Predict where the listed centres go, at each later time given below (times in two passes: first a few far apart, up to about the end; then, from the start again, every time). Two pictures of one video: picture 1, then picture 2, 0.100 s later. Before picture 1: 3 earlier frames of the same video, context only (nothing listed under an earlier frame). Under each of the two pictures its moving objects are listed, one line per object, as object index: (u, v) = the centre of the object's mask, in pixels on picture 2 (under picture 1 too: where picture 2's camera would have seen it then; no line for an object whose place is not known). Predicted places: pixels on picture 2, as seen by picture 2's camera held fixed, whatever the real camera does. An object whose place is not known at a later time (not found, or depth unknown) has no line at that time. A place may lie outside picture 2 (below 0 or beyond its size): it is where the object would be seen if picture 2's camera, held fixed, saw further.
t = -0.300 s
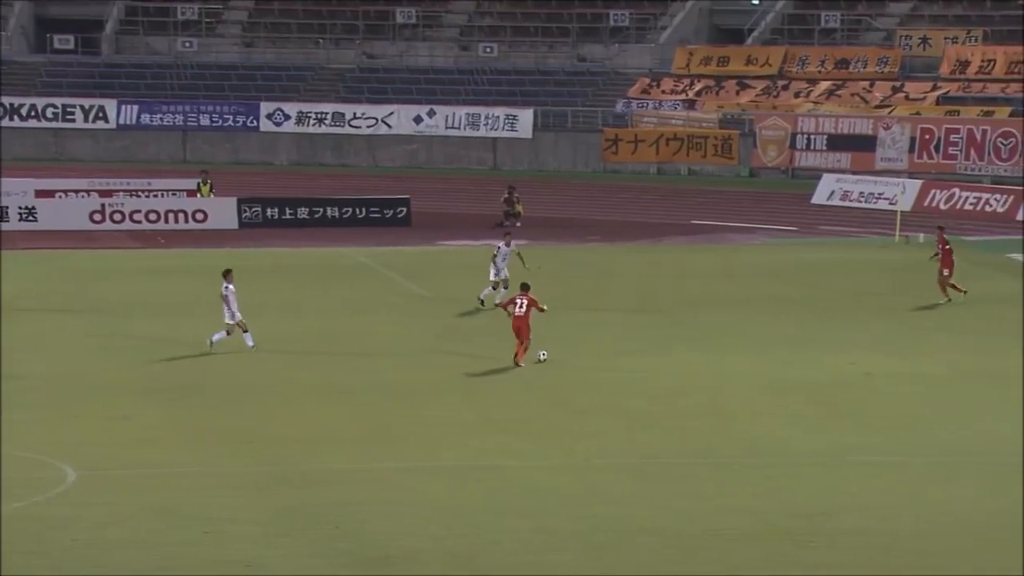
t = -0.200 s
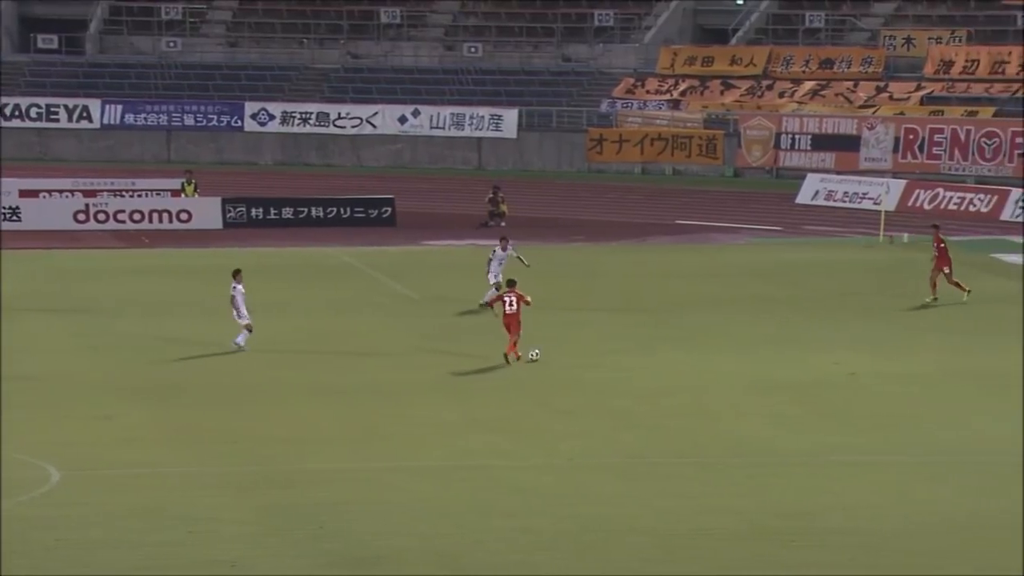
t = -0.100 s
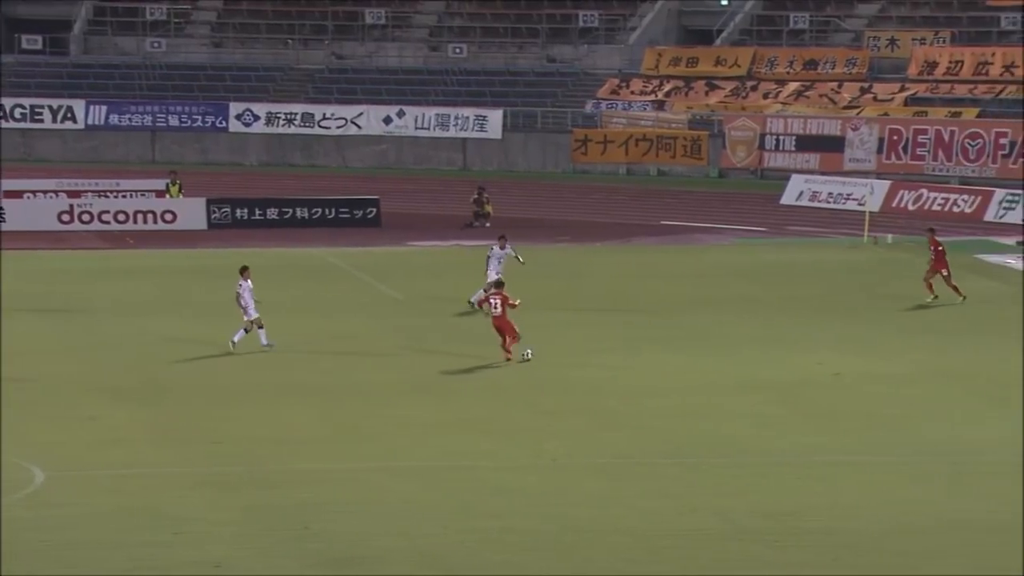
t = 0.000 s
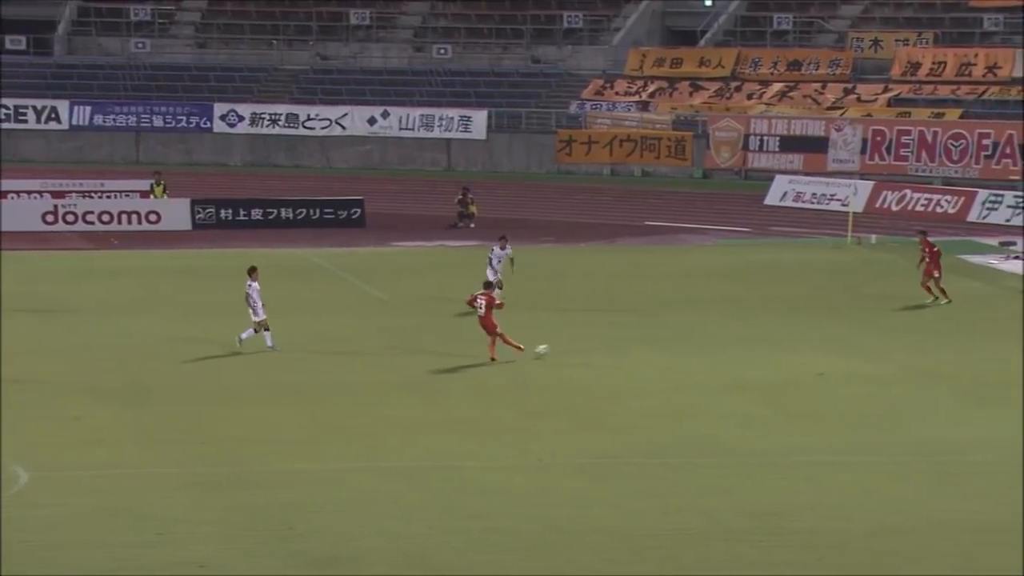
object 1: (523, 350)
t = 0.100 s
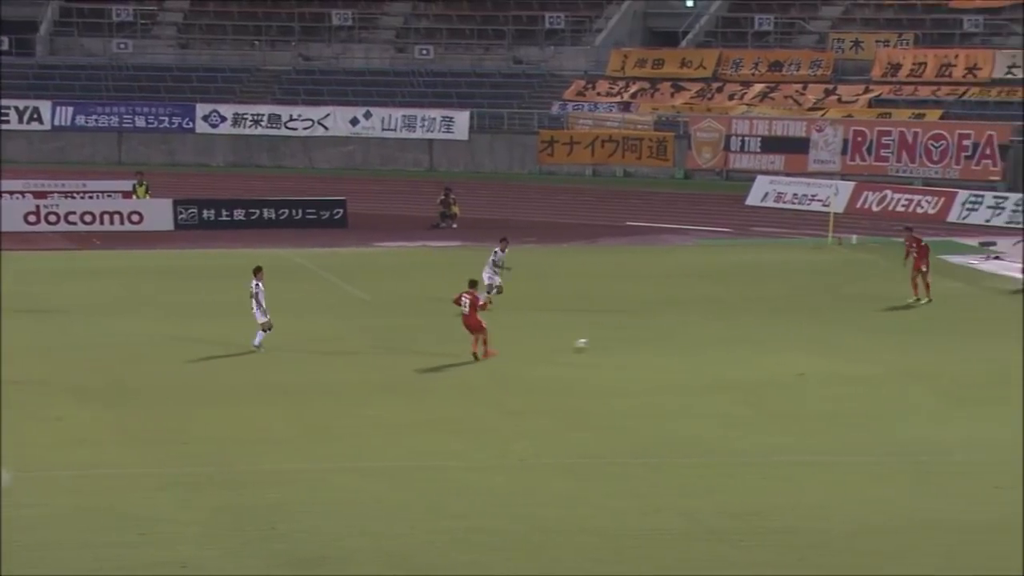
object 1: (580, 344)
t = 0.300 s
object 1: (681, 333)
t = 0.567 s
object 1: (794, 319)
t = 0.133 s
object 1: (598, 343)
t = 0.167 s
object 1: (616, 341)
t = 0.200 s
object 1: (633, 338)
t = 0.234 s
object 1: (650, 336)
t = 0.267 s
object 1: (665, 335)
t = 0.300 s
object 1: (681, 333)
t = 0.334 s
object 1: (696, 331)
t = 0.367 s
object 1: (711, 329)
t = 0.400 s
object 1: (726, 326)
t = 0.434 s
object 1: (740, 325)
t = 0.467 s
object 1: (755, 325)
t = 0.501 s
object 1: (768, 322)
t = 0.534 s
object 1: (780, 320)
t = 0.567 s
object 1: (794, 319)
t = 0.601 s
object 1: (806, 317)
